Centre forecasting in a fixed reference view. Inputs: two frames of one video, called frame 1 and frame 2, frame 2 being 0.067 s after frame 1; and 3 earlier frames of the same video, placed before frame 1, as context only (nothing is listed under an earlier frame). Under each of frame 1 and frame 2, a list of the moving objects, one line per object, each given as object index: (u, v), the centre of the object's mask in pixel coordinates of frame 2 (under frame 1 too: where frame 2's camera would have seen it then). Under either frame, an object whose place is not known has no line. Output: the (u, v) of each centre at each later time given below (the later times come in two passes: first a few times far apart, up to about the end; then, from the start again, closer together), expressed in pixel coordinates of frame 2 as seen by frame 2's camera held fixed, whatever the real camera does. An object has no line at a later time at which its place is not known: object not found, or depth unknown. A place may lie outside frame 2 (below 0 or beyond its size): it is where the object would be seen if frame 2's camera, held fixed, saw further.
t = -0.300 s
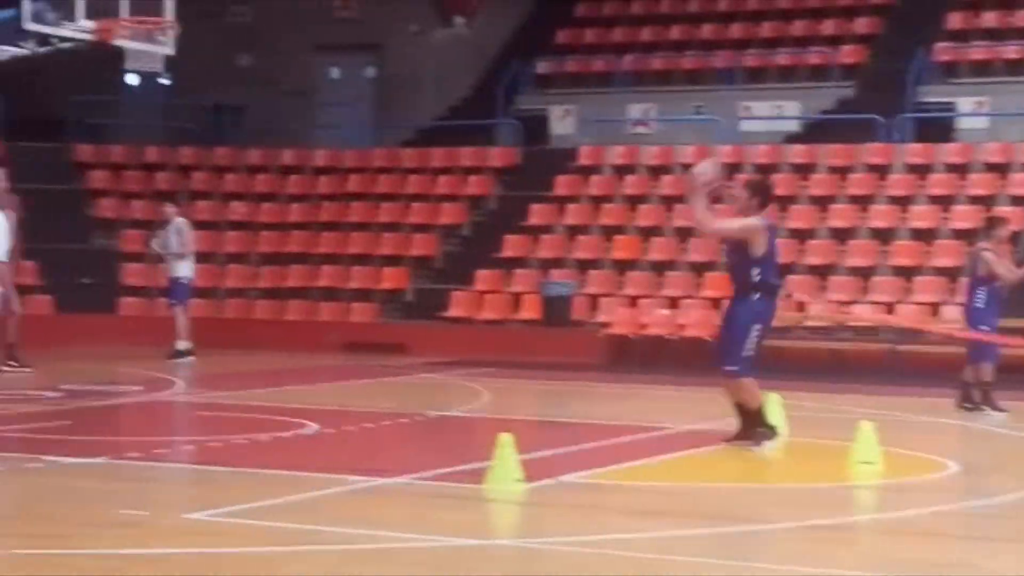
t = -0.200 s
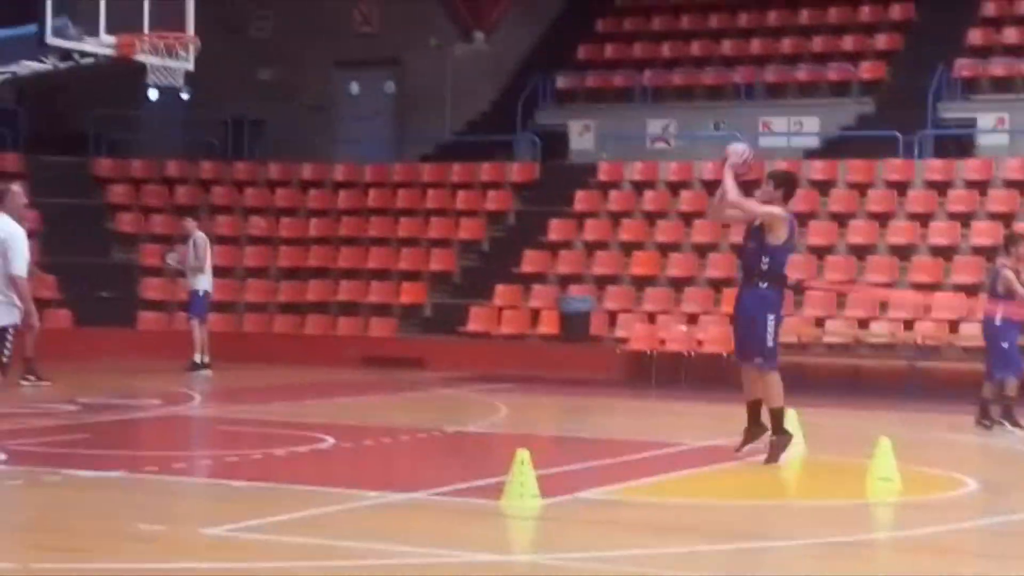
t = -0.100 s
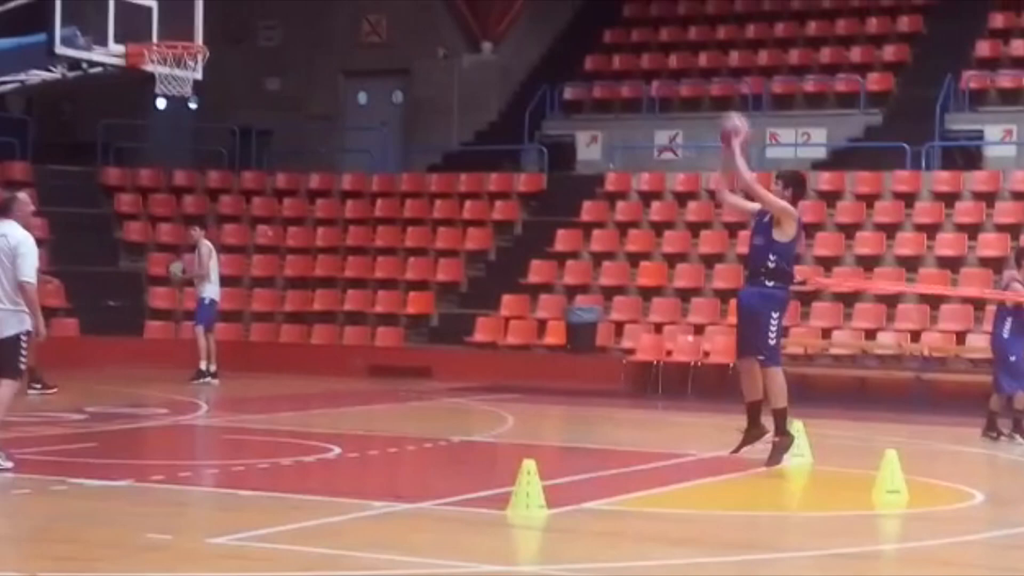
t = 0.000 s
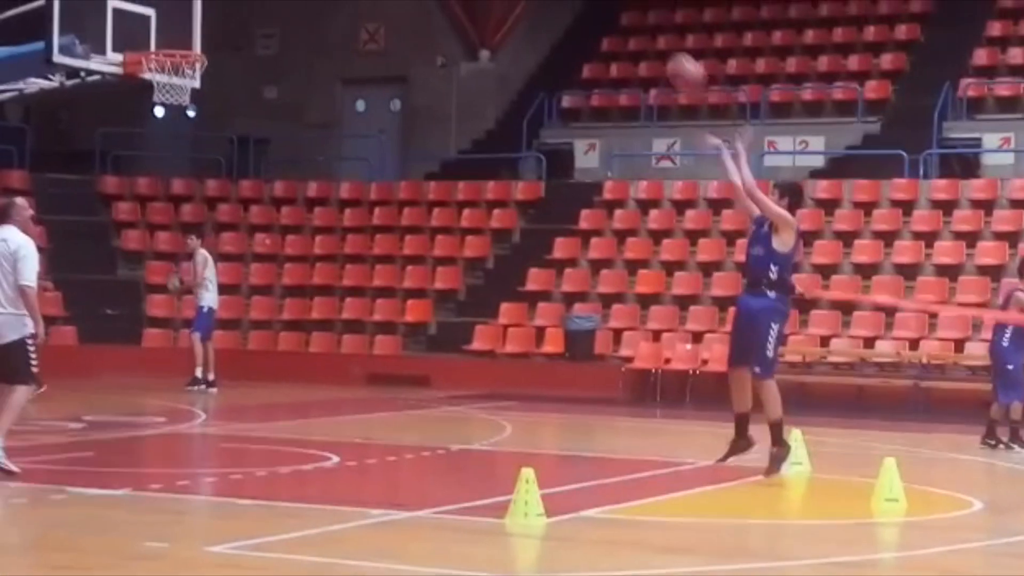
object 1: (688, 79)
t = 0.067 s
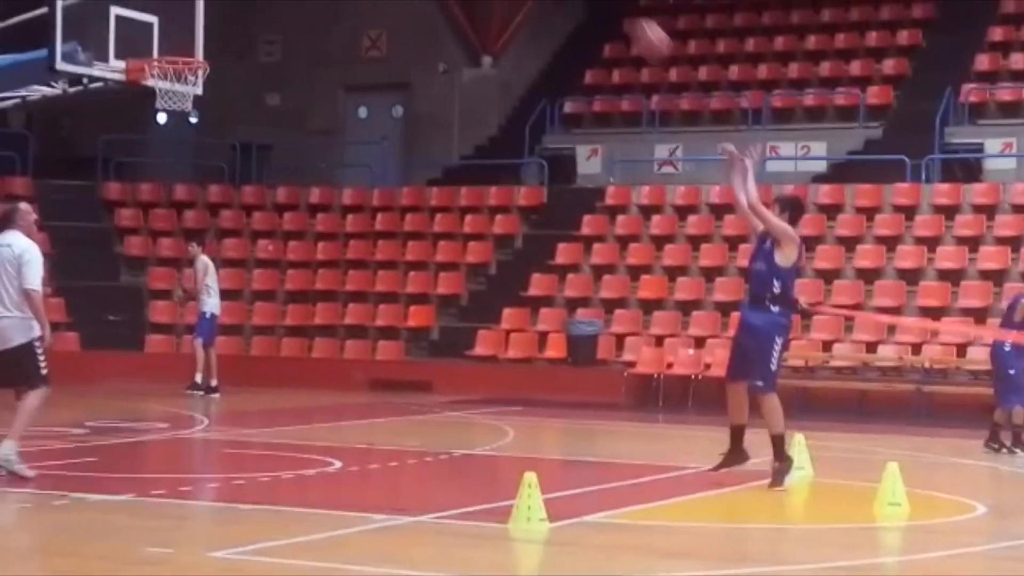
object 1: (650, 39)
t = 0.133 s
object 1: (619, 15)
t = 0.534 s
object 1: (398, -59)
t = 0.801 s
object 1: (260, 3)
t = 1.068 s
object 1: (206, 20)
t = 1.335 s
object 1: (201, 37)
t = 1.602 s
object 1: (194, 141)
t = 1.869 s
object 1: (186, 330)
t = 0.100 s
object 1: (632, 22)
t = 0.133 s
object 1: (619, 15)
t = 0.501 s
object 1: (412, -54)
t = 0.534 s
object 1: (398, -59)
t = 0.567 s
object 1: (382, -60)
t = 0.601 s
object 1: (364, -55)
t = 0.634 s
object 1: (346, -48)
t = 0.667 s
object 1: (329, -41)
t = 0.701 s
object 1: (311, -33)
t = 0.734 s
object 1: (295, -22)
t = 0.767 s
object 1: (277, -11)
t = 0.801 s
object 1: (260, 3)
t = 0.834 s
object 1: (244, 18)
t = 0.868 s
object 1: (228, 32)
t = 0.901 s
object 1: (215, 46)
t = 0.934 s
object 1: (209, 45)
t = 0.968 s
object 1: (208, 36)
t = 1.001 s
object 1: (208, 29)
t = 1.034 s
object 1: (207, 24)
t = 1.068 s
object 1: (206, 20)
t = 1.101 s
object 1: (206, 18)
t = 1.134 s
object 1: (206, 17)
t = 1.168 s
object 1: (205, 17)
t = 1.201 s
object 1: (205, 18)
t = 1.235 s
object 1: (204, 21)
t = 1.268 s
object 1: (202, 26)
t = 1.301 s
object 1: (202, 29)
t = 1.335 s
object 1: (201, 37)
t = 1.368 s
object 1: (200, 45)
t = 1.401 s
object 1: (200, 50)
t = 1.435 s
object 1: (199, 55)
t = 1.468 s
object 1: (203, 80)
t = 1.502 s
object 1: (202, 96)
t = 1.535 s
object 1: (201, 107)
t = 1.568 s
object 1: (196, 125)
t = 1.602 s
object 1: (194, 141)
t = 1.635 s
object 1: (193, 161)
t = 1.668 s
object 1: (193, 173)
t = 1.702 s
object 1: (192, 204)
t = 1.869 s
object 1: (186, 330)
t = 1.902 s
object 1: (185, 348)
